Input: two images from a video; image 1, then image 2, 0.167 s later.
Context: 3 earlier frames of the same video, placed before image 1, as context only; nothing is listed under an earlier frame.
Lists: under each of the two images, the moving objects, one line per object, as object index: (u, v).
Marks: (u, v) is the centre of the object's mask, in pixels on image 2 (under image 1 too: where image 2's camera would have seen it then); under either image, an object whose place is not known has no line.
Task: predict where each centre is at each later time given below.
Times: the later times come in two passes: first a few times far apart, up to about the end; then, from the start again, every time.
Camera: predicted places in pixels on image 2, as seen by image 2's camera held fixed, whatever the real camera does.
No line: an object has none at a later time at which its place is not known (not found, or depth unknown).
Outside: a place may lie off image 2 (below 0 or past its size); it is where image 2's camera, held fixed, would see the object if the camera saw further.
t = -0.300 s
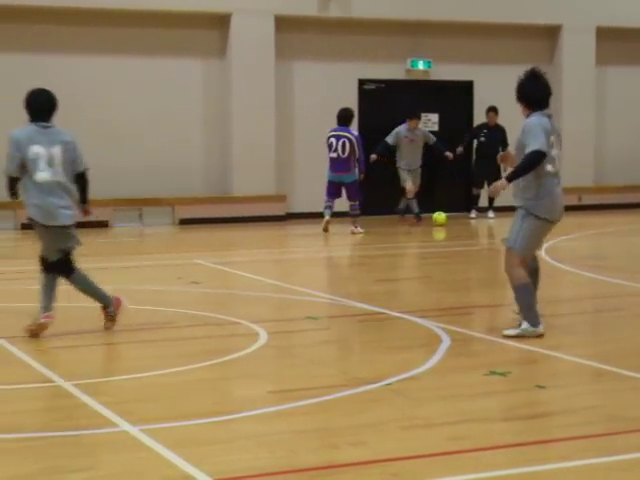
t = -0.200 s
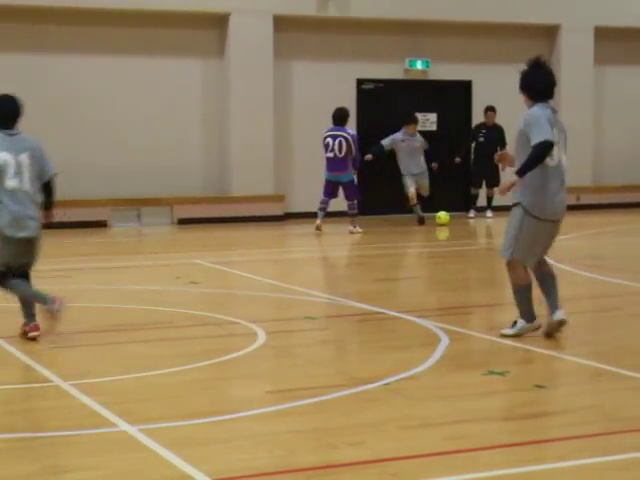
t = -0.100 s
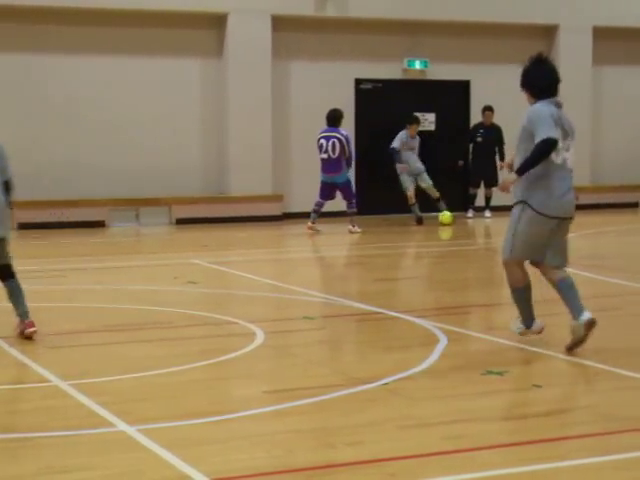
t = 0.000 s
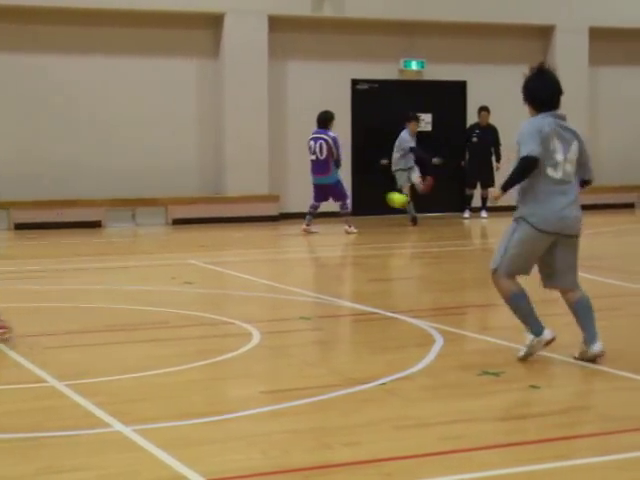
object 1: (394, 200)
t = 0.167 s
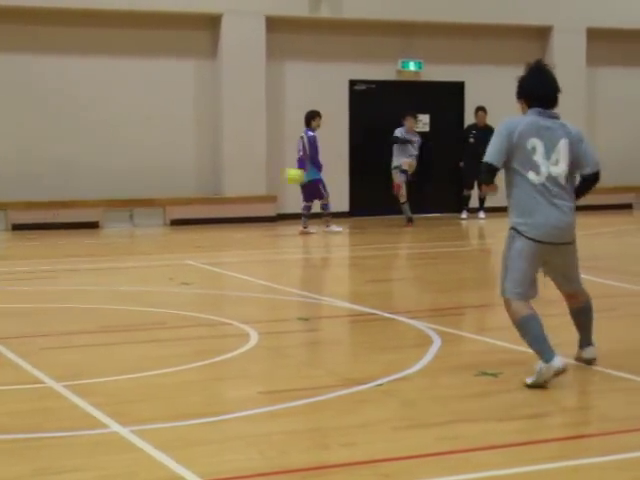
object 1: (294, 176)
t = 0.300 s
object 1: (195, 170)
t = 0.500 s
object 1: (7, 191)
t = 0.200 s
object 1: (273, 173)
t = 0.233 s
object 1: (248, 171)
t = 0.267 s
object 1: (221, 169)
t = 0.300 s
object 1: (195, 170)
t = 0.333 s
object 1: (169, 170)
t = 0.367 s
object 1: (139, 172)
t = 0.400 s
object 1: (108, 175)
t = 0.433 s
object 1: (78, 179)
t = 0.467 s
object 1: (43, 185)
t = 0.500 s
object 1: (7, 191)
